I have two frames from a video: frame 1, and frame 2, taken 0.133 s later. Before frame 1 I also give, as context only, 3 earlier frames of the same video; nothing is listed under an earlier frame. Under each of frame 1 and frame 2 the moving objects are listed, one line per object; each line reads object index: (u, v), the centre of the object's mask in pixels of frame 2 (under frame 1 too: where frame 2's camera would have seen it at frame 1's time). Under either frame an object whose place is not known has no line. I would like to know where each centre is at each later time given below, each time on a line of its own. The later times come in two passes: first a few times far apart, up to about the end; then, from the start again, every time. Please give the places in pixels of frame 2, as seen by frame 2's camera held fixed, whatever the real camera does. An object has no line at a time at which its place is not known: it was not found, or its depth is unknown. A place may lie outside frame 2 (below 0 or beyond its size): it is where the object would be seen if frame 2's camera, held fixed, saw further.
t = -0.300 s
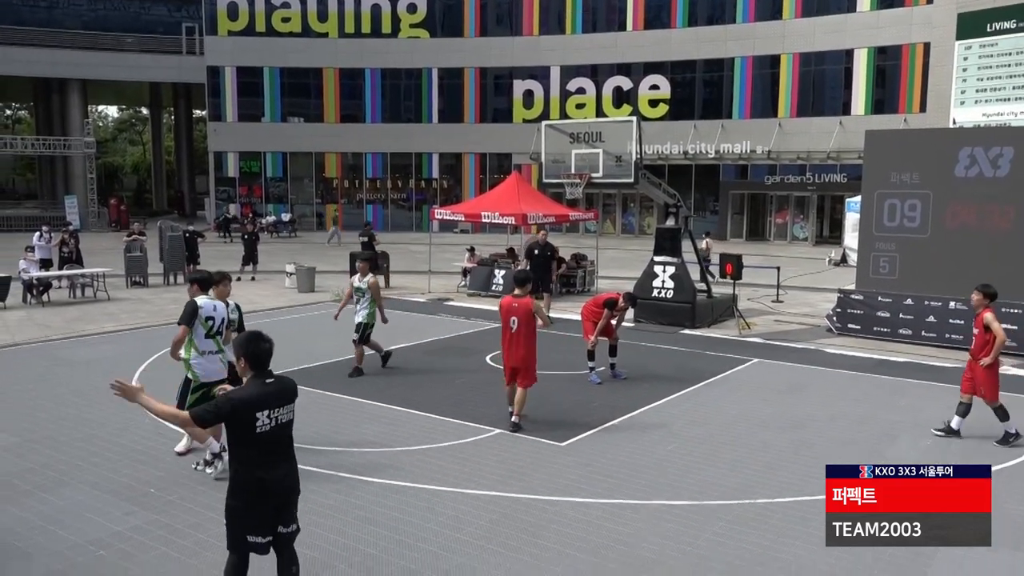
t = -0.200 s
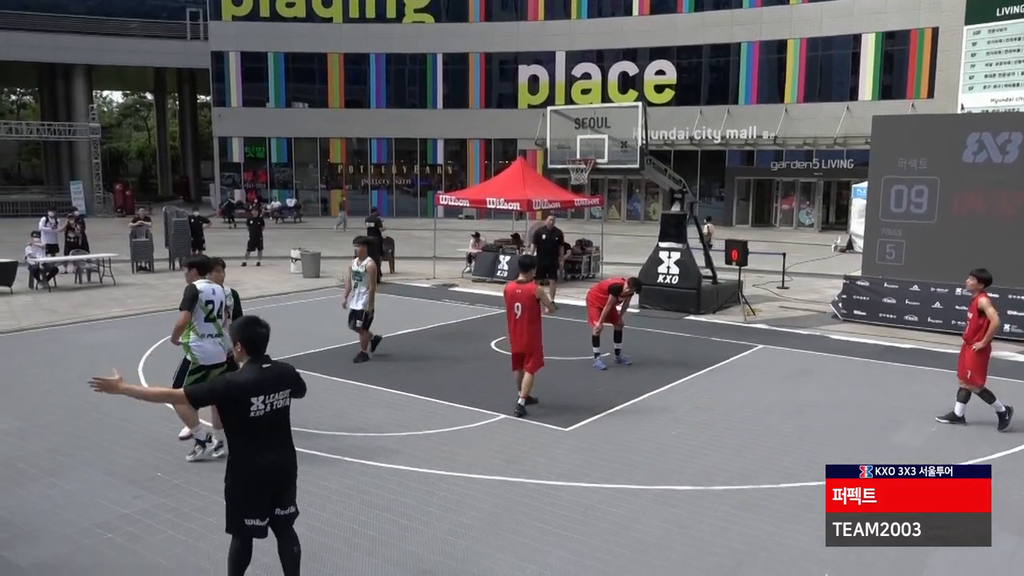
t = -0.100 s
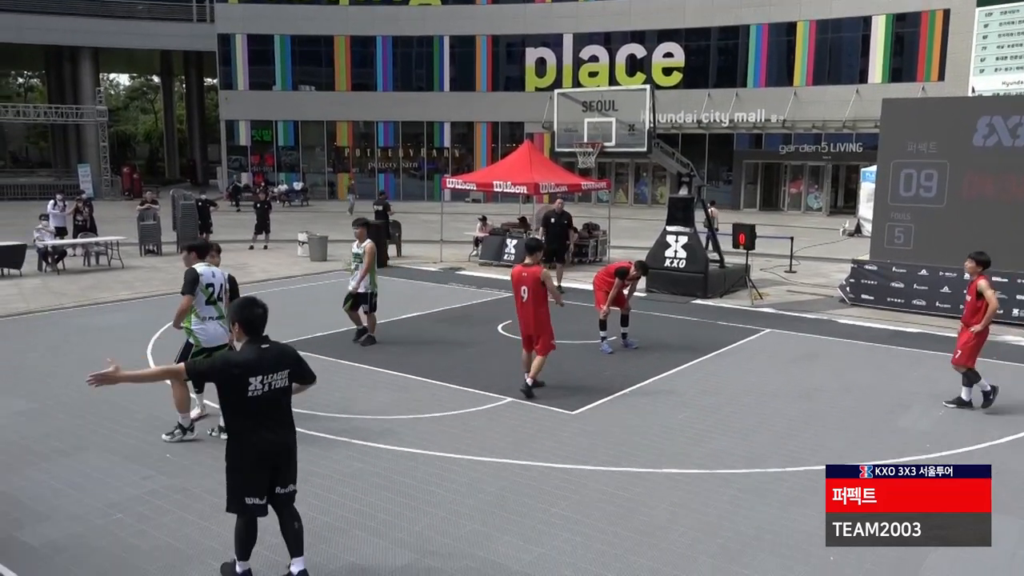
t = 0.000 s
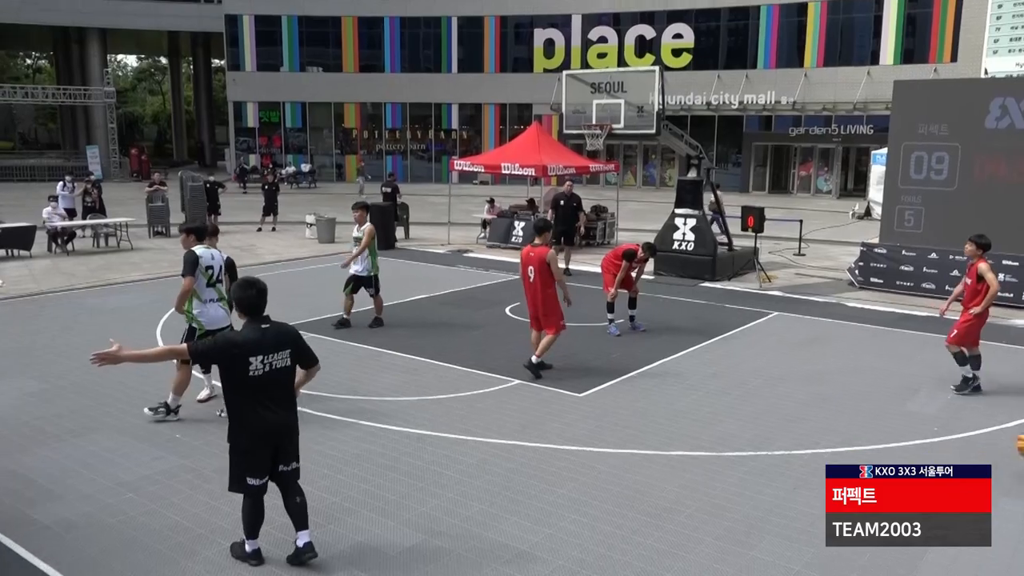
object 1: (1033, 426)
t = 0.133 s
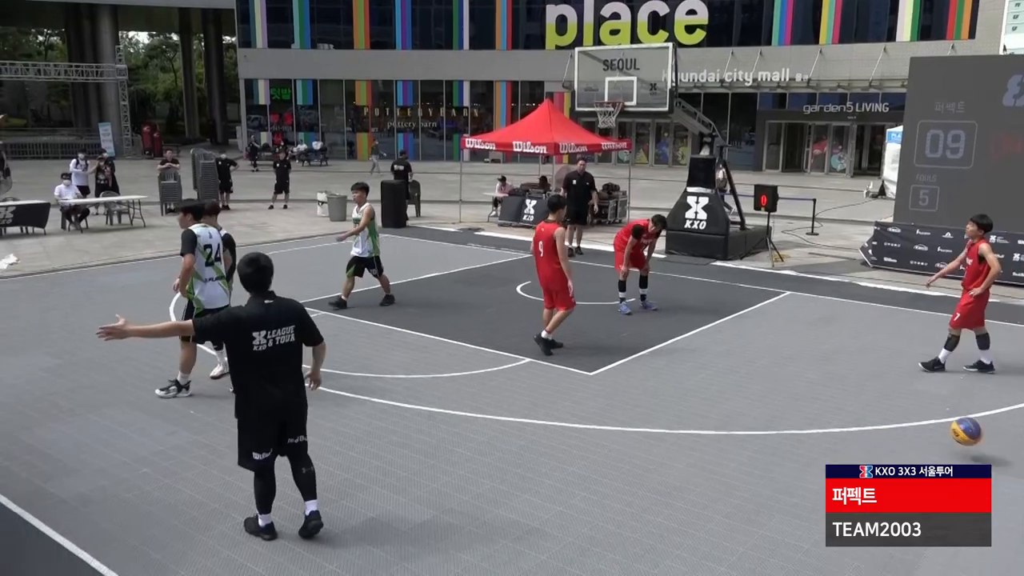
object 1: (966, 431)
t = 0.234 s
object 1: (921, 407)
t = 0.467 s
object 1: (811, 395)
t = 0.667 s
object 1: (714, 435)
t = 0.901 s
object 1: (606, 411)
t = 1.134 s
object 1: (500, 424)
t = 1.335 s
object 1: (413, 413)
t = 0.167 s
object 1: (952, 422)
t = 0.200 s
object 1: (937, 414)
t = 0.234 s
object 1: (921, 407)
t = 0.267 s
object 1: (906, 401)
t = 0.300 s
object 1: (890, 397)
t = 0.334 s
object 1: (874, 394)
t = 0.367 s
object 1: (859, 392)
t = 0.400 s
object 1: (843, 392)
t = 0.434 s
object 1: (827, 393)
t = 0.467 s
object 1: (811, 395)
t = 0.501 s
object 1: (794, 398)
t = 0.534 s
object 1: (778, 403)
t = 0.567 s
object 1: (762, 409)
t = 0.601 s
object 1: (747, 416)
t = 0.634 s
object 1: (730, 425)
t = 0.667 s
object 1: (714, 435)
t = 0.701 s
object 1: (698, 436)
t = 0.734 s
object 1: (683, 429)
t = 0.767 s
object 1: (667, 423)
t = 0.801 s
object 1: (653, 418)
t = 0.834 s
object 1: (637, 414)
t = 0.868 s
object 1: (621, 412)
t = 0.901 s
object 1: (606, 411)
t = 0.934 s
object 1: (591, 412)
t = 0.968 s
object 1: (575, 413)
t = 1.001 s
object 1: (560, 416)
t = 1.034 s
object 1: (545, 420)
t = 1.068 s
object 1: (530, 426)
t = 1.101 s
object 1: (514, 431)
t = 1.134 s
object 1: (500, 424)
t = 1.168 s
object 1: (486, 420)
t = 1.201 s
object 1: (471, 415)
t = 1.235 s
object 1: (456, 412)
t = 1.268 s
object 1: (441, 412)
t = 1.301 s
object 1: (427, 412)
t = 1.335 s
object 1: (413, 413)
